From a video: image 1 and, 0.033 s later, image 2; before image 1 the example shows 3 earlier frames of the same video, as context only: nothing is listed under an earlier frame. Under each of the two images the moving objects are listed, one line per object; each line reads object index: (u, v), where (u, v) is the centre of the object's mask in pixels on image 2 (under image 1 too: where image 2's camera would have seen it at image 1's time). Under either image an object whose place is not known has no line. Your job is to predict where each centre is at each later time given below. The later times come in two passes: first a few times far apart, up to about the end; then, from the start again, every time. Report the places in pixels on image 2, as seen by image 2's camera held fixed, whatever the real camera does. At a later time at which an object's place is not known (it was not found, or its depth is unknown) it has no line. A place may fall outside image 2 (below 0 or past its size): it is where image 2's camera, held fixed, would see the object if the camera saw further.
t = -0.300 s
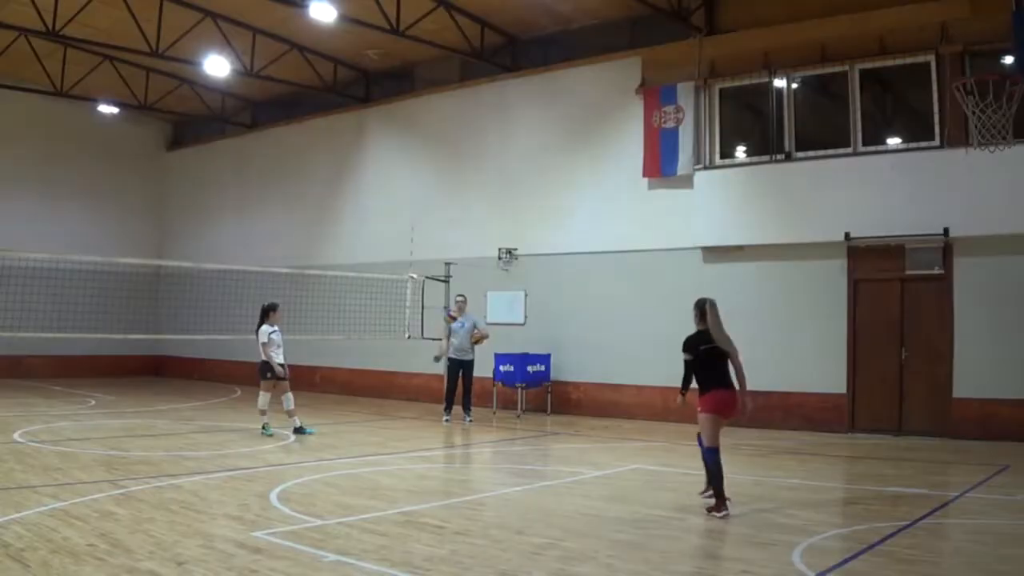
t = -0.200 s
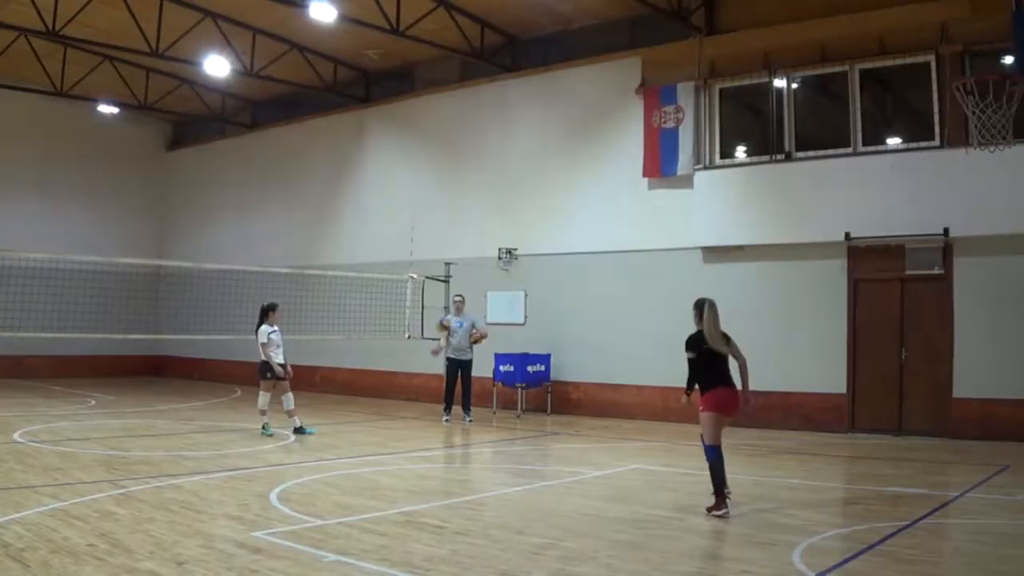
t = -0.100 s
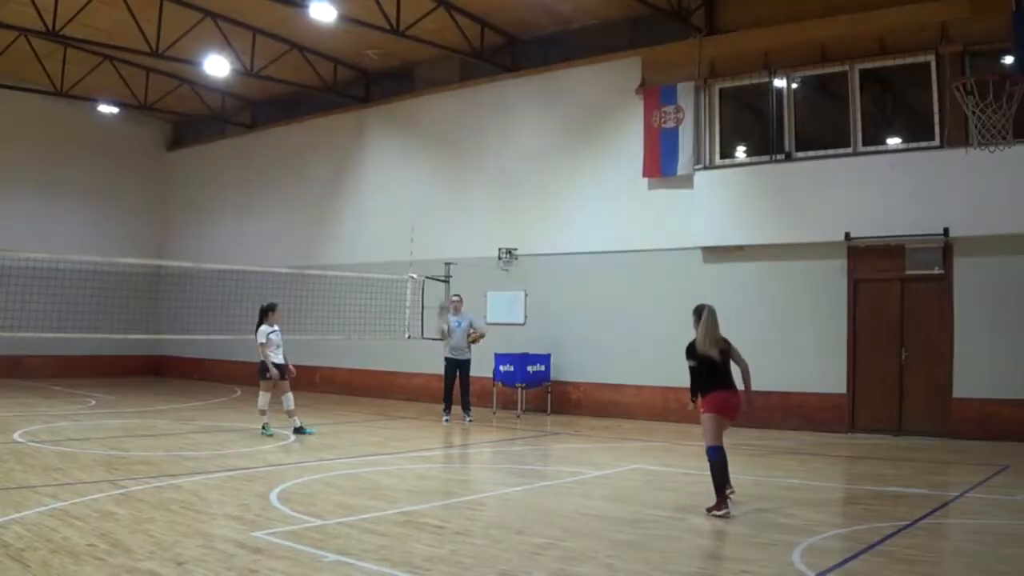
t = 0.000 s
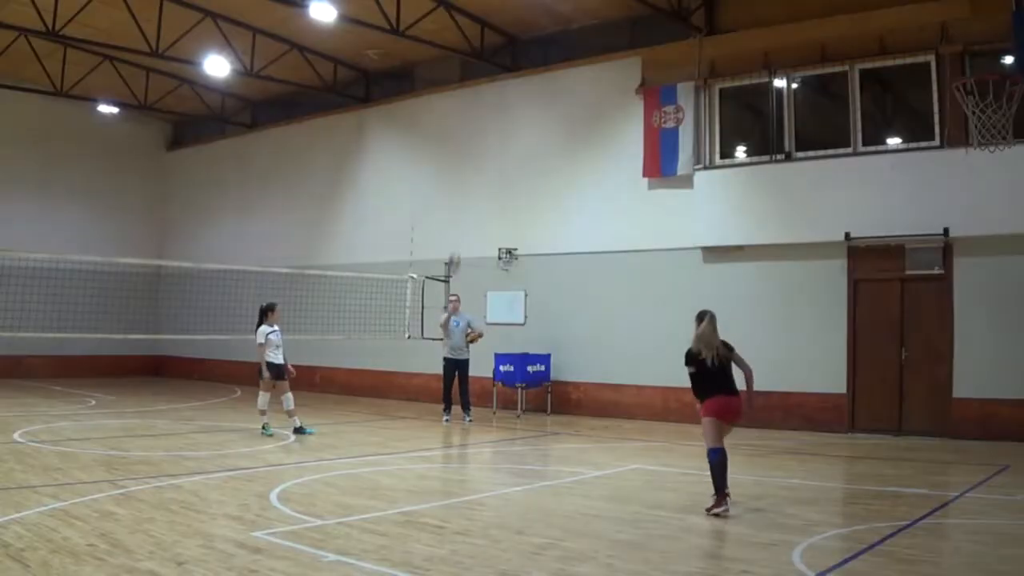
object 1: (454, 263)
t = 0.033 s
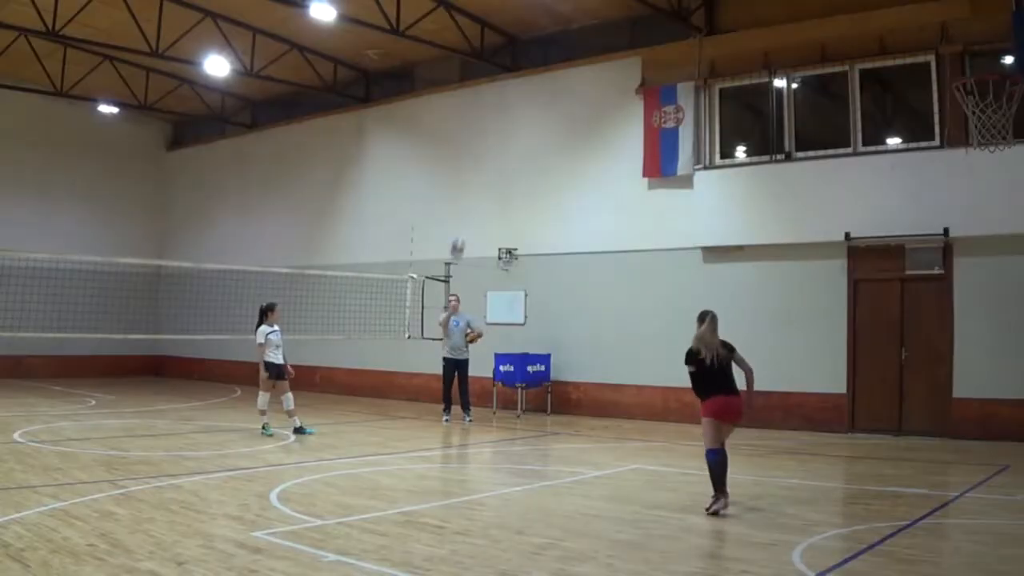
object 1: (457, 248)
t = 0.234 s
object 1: (478, 177)
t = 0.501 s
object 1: (506, 121)
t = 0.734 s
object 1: (530, 112)
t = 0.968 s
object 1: (555, 146)
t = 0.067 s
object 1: (461, 235)
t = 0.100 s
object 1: (464, 222)
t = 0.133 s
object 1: (468, 209)
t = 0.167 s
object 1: (471, 199)
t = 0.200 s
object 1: (475, 187)
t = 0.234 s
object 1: (478, 177)
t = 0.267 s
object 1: (482, 167)
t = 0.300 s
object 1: (485, 158)
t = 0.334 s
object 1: (489, 150)
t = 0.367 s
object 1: (492, 143)
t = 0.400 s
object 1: (496, 136)
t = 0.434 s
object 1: (499, 129)
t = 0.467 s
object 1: (502, 125)
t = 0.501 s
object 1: (506, 121)
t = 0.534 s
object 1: (509, 117)
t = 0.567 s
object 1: (513, 114)
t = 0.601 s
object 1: (516, 112)
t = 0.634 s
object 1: (520, 111)
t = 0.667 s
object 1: (523, 110)
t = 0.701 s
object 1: (527, 111)
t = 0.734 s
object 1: (530, 112)
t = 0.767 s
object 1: (534, 114)
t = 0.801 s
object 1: (537, 117)
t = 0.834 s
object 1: (541, 121)
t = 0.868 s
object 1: (544, 125)
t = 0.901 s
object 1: (548, 132)
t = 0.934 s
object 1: (552, 139)
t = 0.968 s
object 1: (555, 146)
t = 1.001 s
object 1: (559, 155)
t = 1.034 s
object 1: (563, 165)
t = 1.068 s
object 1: (567, 175)
